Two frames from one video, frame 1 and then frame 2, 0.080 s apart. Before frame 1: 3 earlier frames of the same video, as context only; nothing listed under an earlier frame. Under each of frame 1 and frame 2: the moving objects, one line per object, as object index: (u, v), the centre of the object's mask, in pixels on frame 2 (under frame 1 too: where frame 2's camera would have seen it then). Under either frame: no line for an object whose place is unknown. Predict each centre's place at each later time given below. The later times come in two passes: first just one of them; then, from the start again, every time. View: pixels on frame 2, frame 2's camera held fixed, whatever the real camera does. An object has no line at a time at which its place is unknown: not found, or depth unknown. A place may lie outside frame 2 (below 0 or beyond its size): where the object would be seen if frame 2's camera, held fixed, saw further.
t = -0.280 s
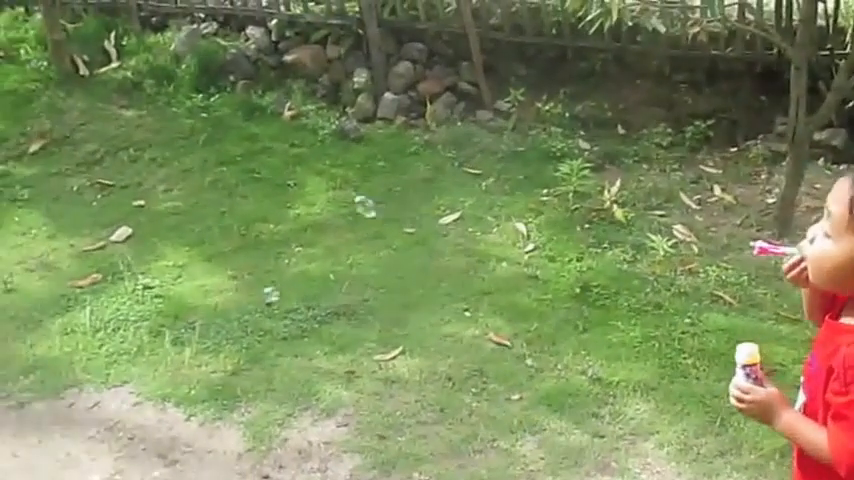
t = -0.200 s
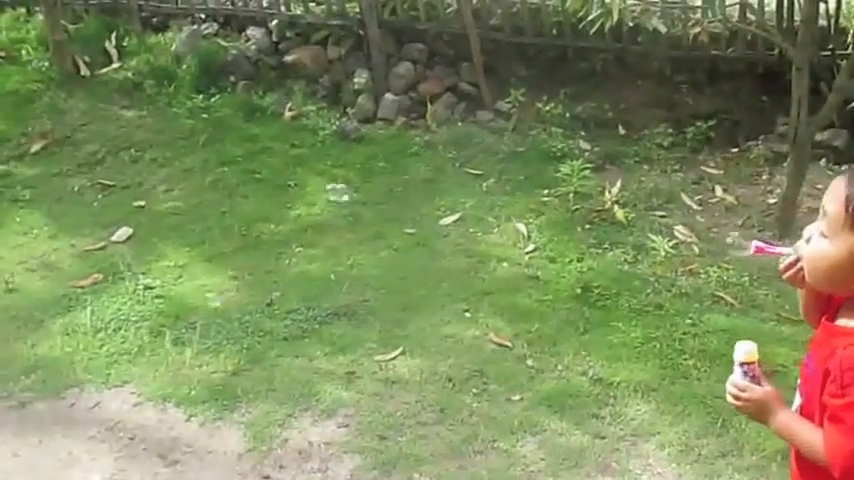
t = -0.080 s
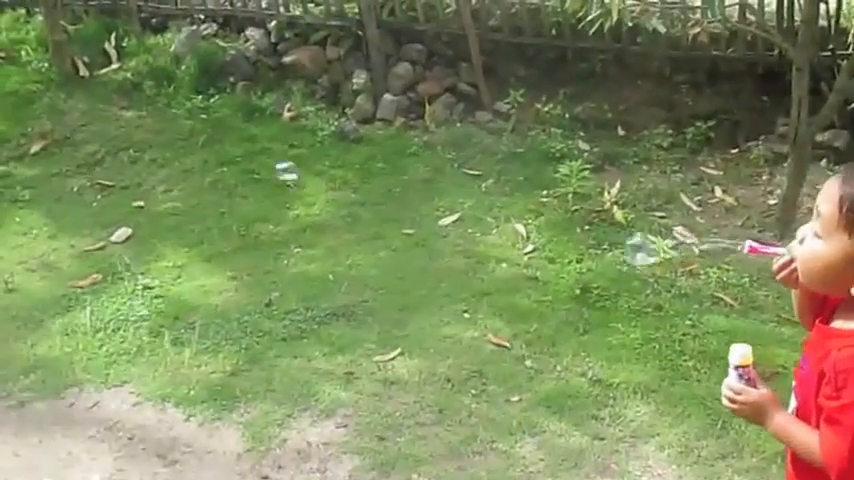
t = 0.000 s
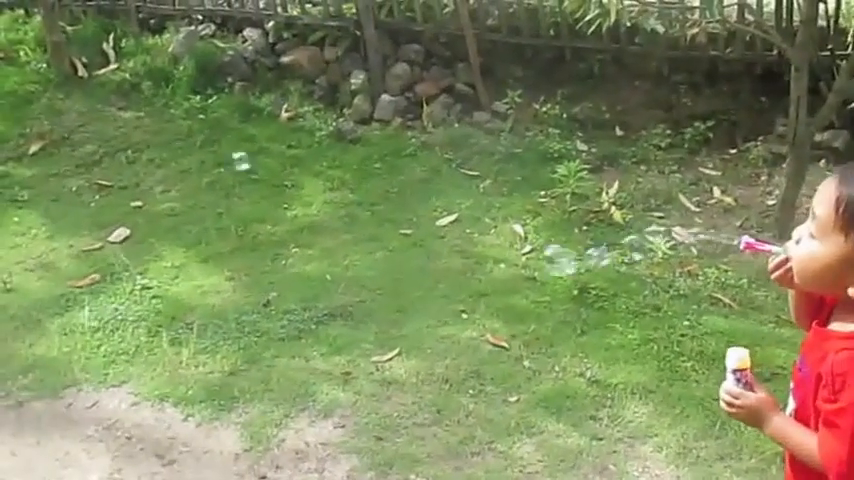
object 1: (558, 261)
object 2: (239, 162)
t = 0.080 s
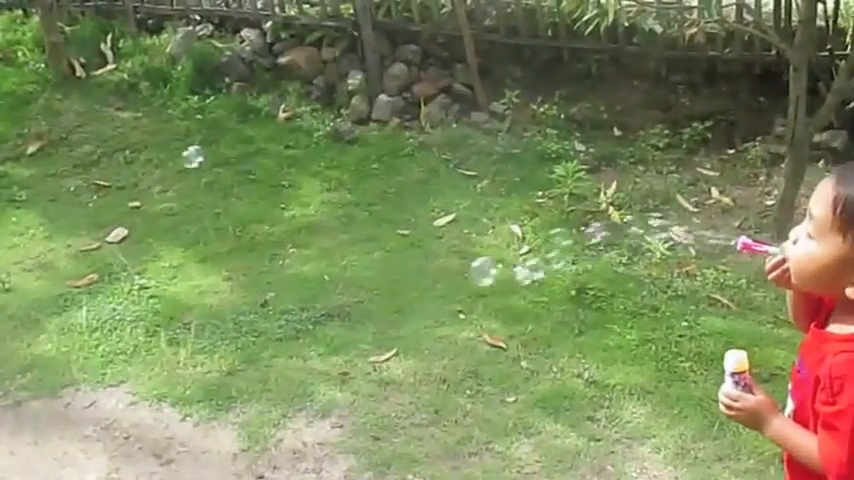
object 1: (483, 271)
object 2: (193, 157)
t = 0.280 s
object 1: (336, 320)
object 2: (90, 189)
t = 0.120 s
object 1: (450, 280)
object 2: (169, 156)
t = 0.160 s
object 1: (417, 289)
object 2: (145, 158)
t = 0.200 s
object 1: (389, 299)
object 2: (123, 165)
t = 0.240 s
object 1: (361, 310)
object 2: (103, 175)
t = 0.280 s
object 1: (336, 320)
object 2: (90, 189)
